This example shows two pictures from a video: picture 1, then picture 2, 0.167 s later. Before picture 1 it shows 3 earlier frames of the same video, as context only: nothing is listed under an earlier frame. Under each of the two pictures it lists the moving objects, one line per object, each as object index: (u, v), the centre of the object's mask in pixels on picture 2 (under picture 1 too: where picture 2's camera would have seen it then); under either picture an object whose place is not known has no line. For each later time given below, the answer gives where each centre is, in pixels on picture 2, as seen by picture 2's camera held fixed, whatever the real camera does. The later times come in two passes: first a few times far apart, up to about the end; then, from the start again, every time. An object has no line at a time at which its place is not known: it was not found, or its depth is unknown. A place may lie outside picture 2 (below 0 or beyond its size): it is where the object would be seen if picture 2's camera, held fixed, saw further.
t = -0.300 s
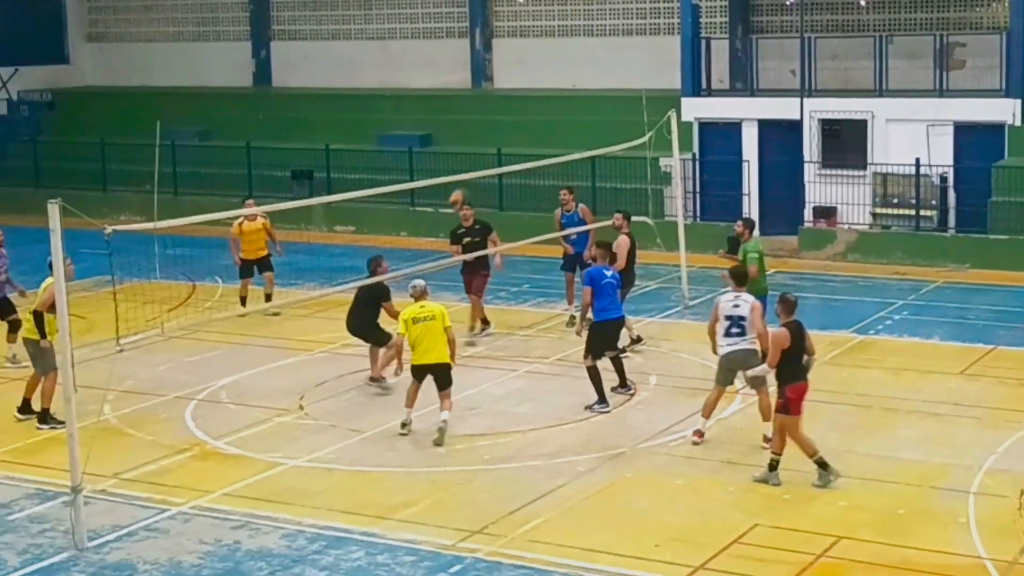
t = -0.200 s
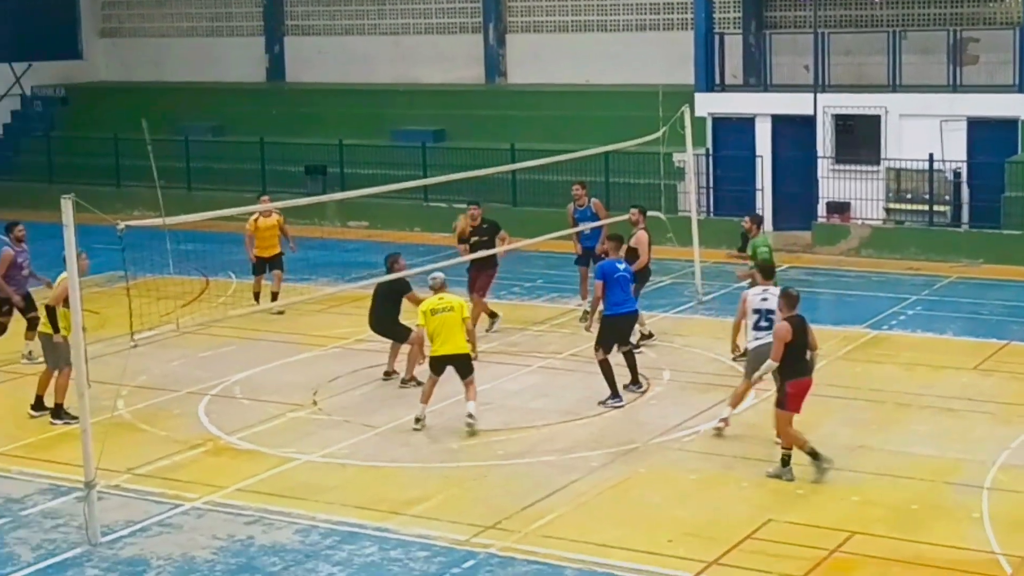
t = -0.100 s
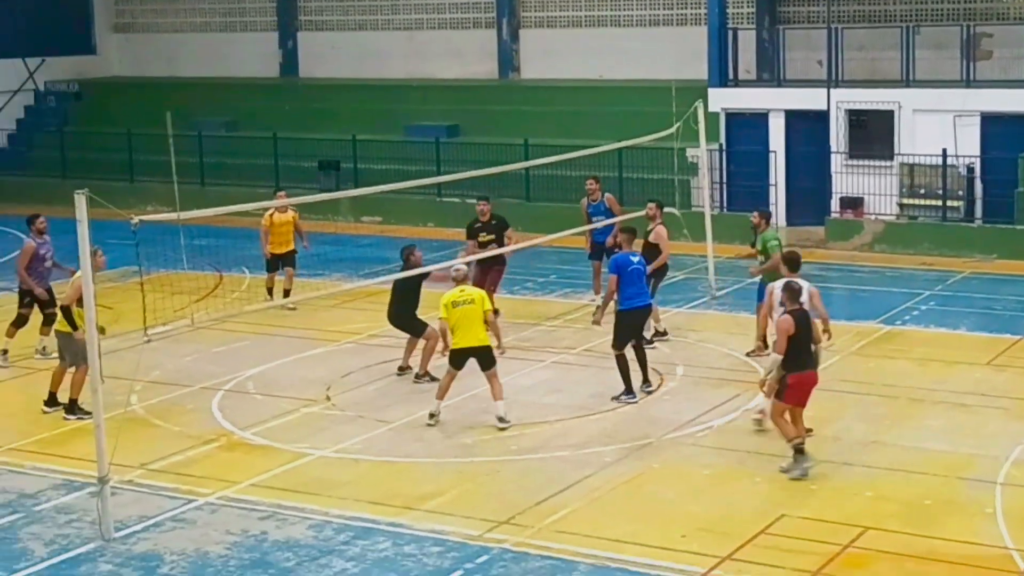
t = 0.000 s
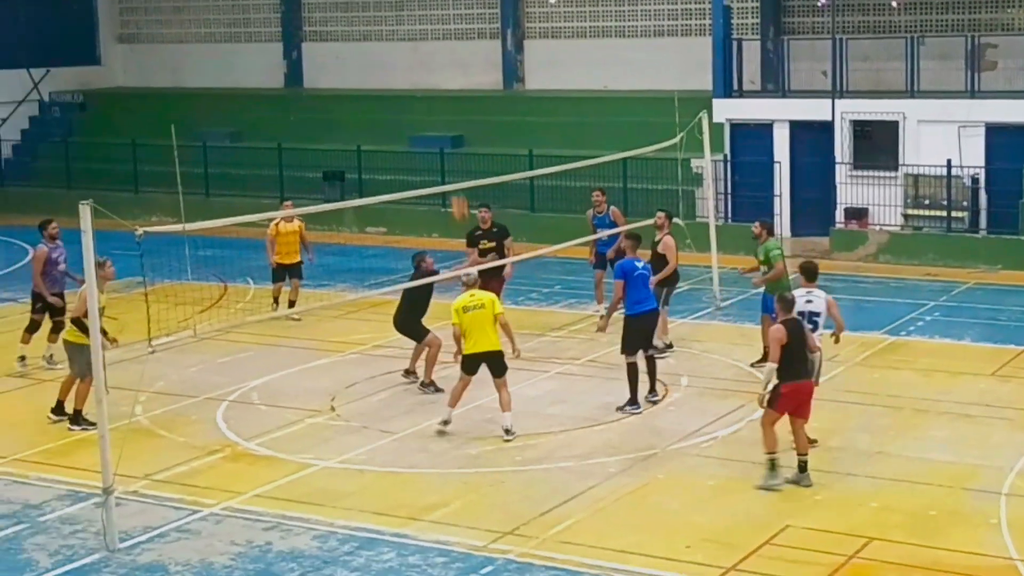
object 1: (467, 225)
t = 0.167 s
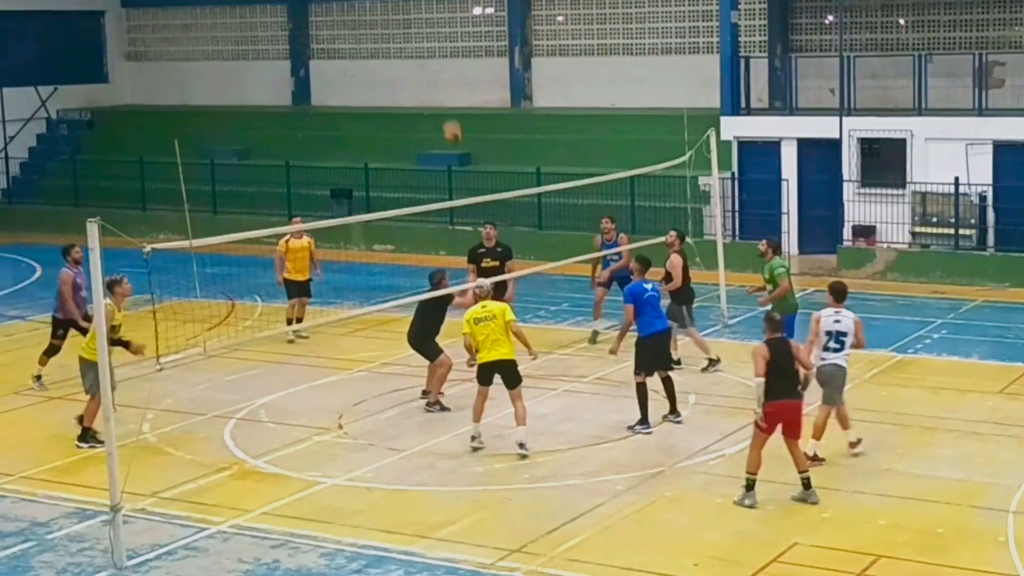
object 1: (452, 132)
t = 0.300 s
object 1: (441, 80)
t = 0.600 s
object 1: (424, 19)
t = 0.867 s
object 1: (409, 27)
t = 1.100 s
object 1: (398, 81)
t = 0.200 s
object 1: (449, 118)
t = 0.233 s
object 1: (447, 104)
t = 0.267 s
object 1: (445, 91)
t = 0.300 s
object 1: (441, 80)
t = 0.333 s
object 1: (440, 68)
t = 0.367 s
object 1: (438, 58)
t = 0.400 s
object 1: (435, 50)
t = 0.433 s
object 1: (433, 40)
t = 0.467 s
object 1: (431, 35)
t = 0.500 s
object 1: (429, 30)
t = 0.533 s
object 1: (427, 25)
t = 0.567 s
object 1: (425, 21)
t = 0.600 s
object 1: (424, 19)
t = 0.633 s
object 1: (422, 16)
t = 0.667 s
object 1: (420, 15)
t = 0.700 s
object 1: (418, 15)
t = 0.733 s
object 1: (416, 15)
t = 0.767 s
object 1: (414, 16)
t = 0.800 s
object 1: (412, 20)
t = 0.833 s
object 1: (411, 23)
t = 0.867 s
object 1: (409, 27)
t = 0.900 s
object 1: (408, 33)
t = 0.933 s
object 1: (406, 39)
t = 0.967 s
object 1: (405, 44)
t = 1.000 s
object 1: (403, 52)
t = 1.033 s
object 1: (401, 61)
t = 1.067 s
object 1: (399, 69)
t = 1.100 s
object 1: (398, 81)
